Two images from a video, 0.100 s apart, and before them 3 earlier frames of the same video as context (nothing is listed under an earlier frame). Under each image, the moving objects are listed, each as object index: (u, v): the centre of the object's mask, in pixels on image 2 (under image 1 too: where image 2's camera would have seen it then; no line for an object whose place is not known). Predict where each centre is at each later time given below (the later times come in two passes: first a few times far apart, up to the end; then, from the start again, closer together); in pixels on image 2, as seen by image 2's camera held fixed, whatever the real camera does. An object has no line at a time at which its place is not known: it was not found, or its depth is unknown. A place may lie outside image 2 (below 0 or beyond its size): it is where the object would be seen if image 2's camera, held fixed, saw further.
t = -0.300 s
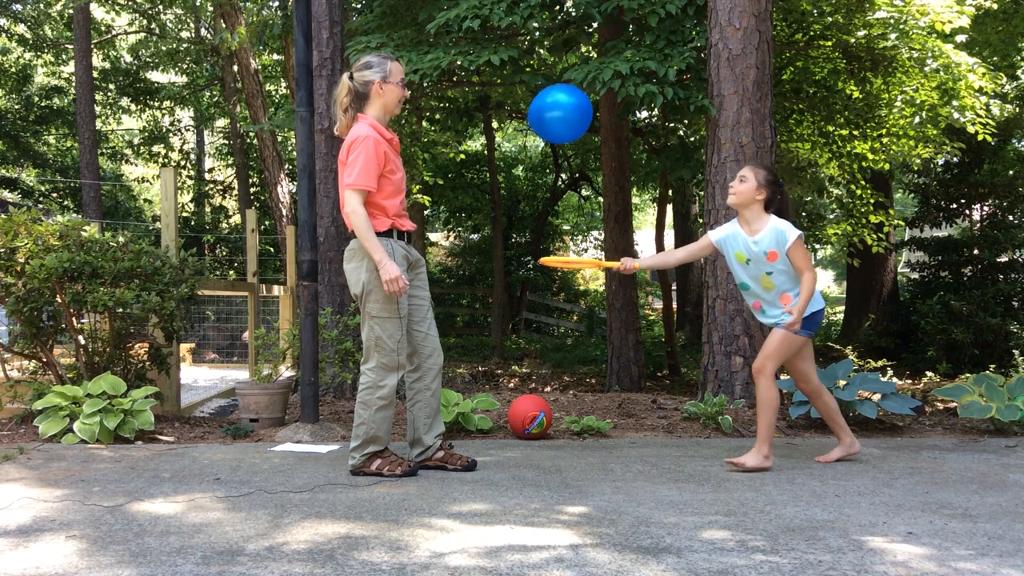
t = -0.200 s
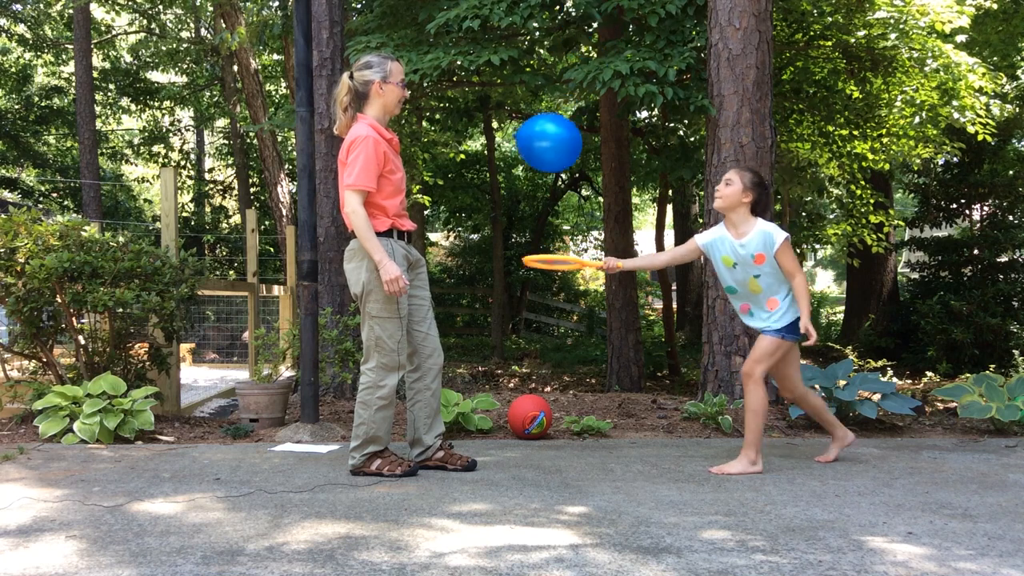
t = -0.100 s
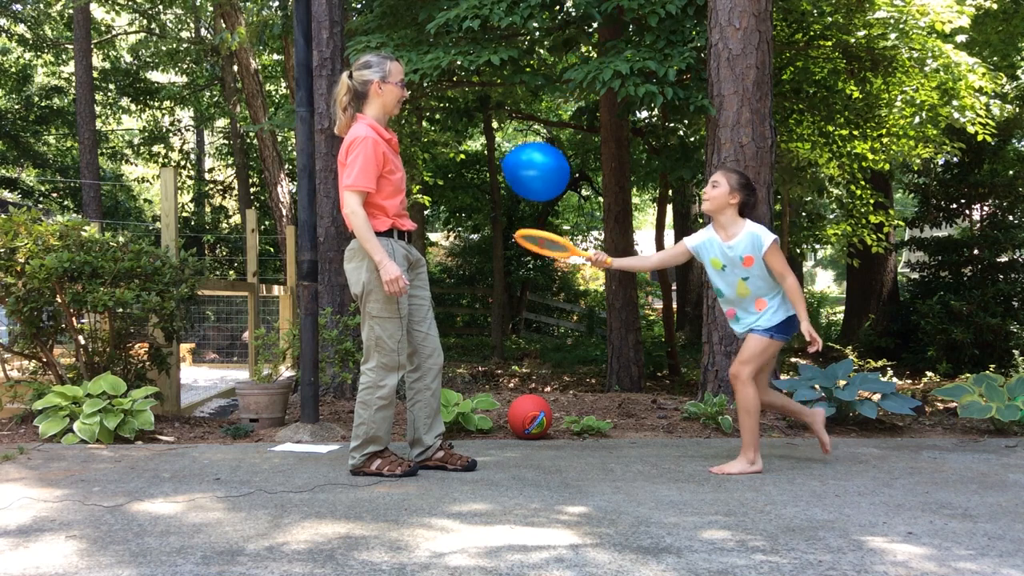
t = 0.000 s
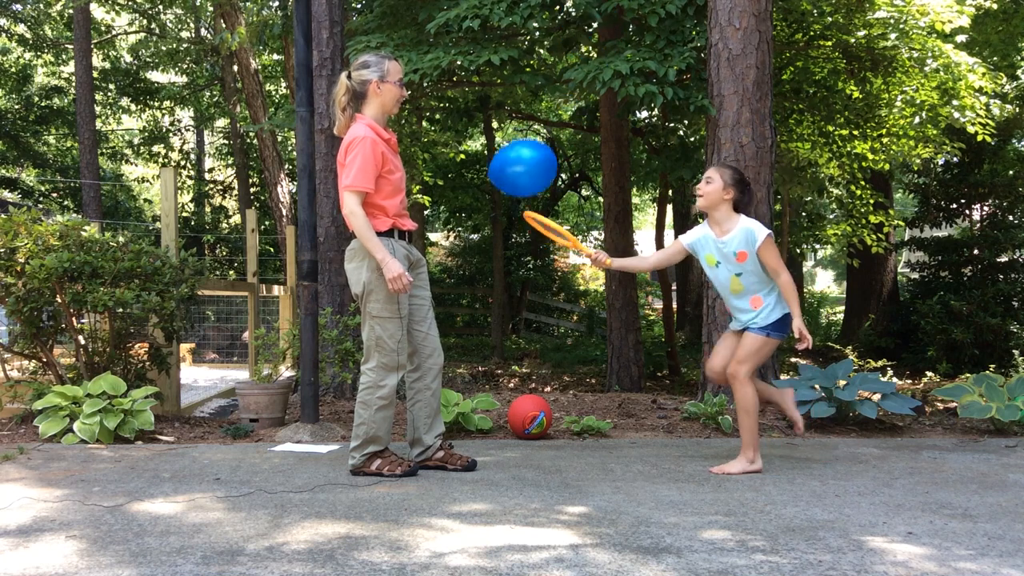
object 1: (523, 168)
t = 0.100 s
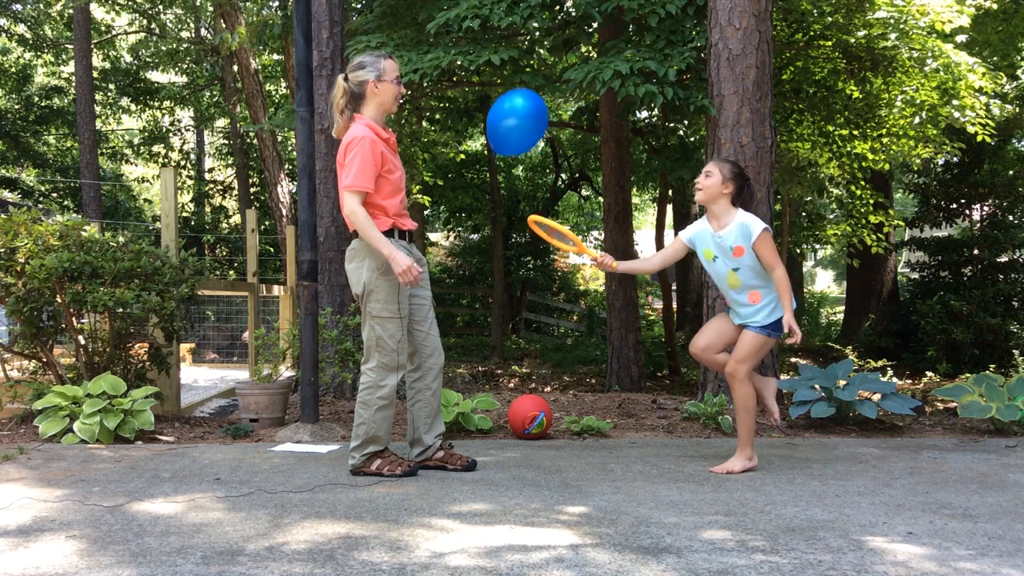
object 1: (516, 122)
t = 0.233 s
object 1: (508, 69)
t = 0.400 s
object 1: (493, 24)
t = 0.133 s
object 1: (515, 108)
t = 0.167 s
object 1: (513, 94)
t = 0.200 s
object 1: (510, 82)
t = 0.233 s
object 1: (508, 69)
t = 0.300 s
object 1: (502, 47)
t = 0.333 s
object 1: (499, 37)
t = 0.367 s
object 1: (496, 30)
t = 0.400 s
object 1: (493, 24)
